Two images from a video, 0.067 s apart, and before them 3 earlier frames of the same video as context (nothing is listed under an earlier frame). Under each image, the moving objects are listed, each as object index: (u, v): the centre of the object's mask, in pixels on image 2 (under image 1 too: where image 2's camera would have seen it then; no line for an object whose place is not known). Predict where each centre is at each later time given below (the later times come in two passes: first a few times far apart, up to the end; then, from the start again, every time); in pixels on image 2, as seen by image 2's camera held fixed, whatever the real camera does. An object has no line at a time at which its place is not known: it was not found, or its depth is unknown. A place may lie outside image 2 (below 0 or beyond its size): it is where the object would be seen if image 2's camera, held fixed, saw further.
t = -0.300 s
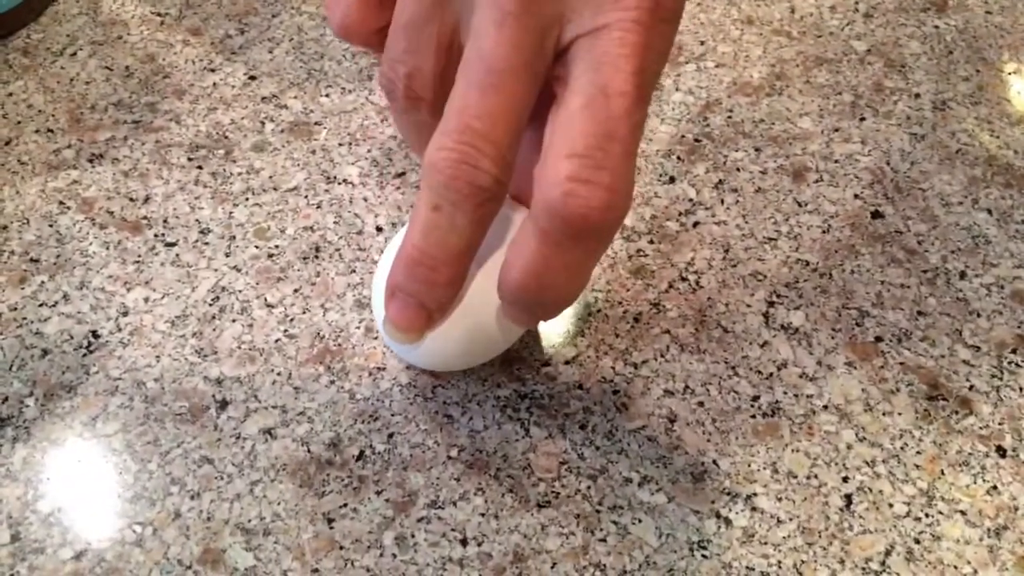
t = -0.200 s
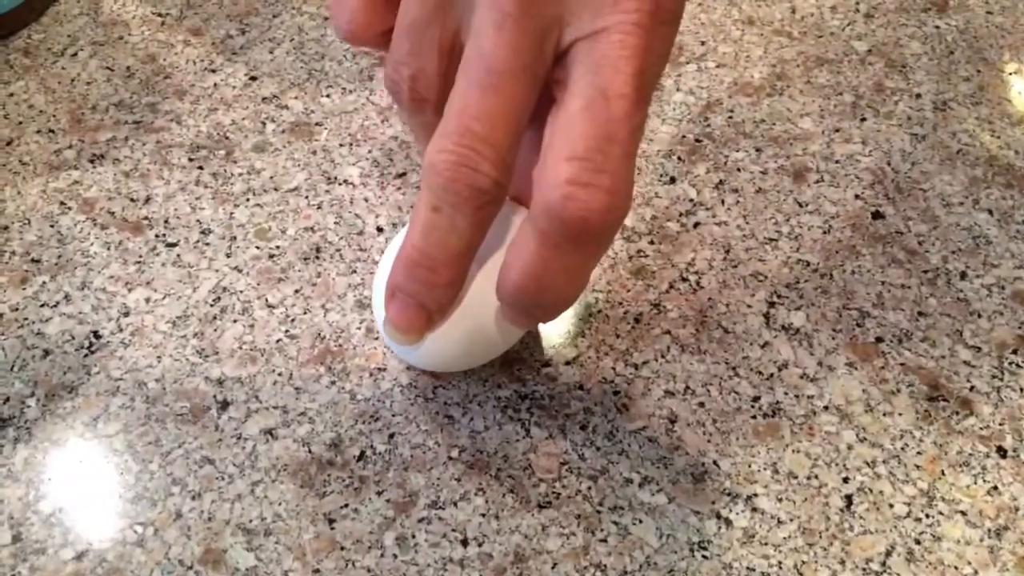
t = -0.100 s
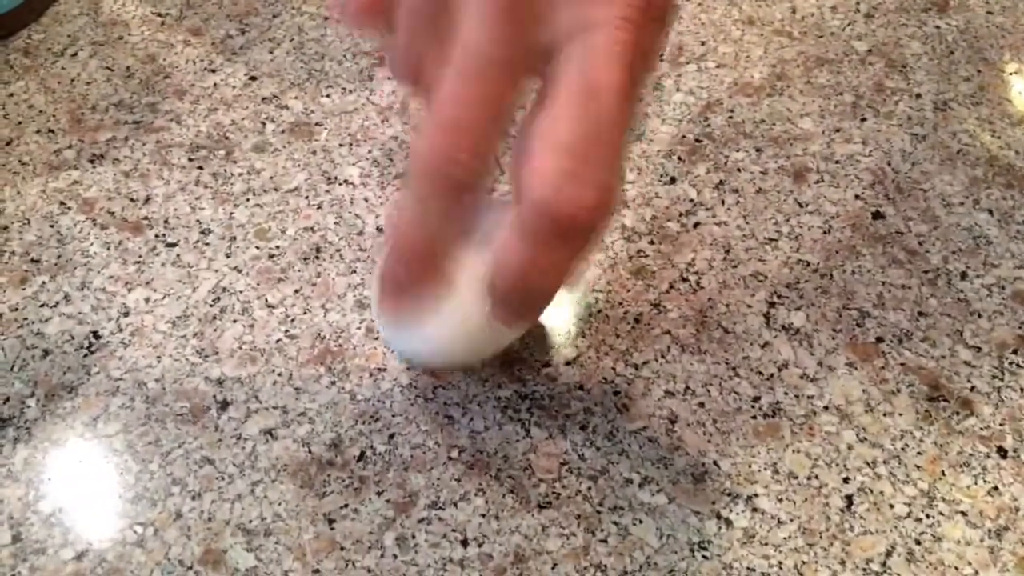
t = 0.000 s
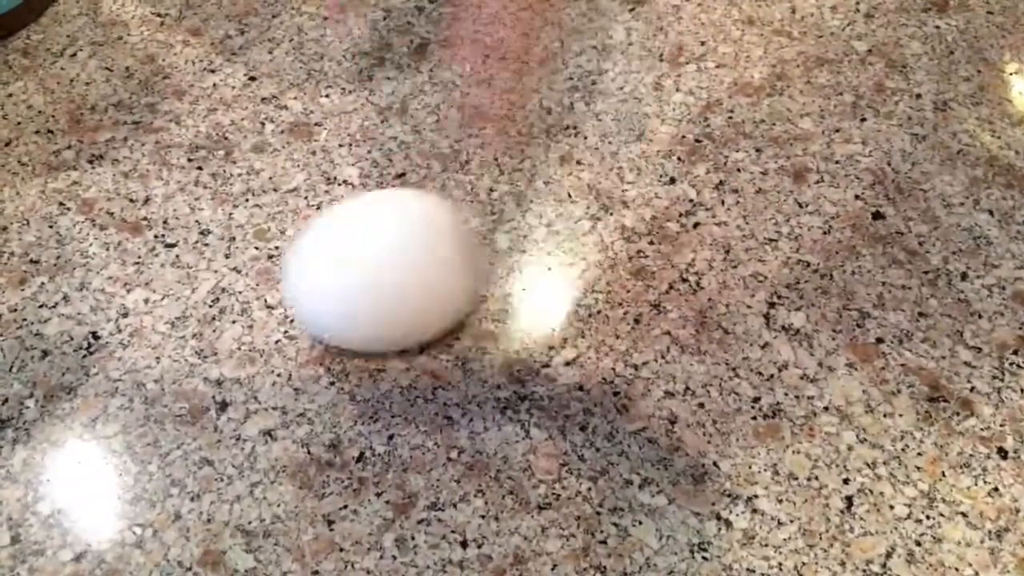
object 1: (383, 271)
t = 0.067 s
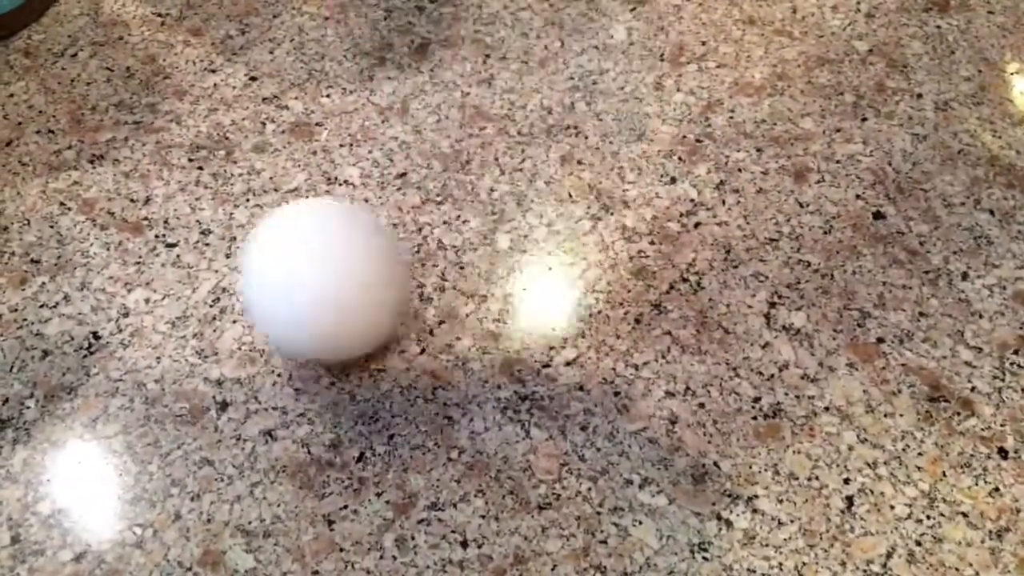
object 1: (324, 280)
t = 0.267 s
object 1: (200, 324)
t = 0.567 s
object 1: (177, 405)
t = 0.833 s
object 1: (220, 444)
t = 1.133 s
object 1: (259, 422)
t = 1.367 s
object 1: (248, 406)
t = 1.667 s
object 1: (231, 407)
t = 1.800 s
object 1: (231, 418)
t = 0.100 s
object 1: (291, 290)
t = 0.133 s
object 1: (266, 294)
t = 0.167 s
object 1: (243, 298)
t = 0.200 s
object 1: (227, 303)
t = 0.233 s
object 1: (214, 312)
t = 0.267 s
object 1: (200, 324)
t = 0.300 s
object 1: (187, 335)
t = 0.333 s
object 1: (180, 342)
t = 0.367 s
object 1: (175, 353)
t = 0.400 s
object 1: (173, 367)
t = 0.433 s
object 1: (168, 379)
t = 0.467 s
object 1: (166, 386)
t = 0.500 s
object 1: (165, 393)
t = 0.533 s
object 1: (170, 398)
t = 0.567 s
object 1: (177, 405)
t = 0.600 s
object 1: (183, 413)
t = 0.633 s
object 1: (190, 419)
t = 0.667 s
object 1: (196, 423)
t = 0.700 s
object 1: (203, 428)
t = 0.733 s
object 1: (211, 434)
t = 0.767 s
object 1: (214, 442)
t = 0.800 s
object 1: (215, 446)
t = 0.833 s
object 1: (220, 444)
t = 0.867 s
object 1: (225, 441)
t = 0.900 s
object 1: (234, 437)
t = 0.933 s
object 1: (243, 435)
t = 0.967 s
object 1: (250, 434)
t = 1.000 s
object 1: (253, 430)
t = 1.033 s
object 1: (258, 426)
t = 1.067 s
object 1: (262, 423)
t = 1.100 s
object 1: (263, 423)
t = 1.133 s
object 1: (259, 422)
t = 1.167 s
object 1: (254, 418)
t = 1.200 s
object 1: (253, 414)
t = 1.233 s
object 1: (251, 411)
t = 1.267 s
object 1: (252, 408)
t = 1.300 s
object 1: (252, 407)
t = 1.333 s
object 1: (250, 407)
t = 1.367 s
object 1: (248, 406)
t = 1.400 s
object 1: (248, 405)
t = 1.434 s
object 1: (248, 405)
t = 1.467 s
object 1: (245, 407)
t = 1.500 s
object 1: (240, 409)
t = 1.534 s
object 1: (233, 409)
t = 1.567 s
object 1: (230, 407)
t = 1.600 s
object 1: (229, 405)
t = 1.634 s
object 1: (230, 406)
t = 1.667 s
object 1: (231, 407)
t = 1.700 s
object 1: (230, 409)
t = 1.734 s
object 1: (230, 411)
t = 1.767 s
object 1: (231, 413)
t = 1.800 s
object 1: (231, 418)
